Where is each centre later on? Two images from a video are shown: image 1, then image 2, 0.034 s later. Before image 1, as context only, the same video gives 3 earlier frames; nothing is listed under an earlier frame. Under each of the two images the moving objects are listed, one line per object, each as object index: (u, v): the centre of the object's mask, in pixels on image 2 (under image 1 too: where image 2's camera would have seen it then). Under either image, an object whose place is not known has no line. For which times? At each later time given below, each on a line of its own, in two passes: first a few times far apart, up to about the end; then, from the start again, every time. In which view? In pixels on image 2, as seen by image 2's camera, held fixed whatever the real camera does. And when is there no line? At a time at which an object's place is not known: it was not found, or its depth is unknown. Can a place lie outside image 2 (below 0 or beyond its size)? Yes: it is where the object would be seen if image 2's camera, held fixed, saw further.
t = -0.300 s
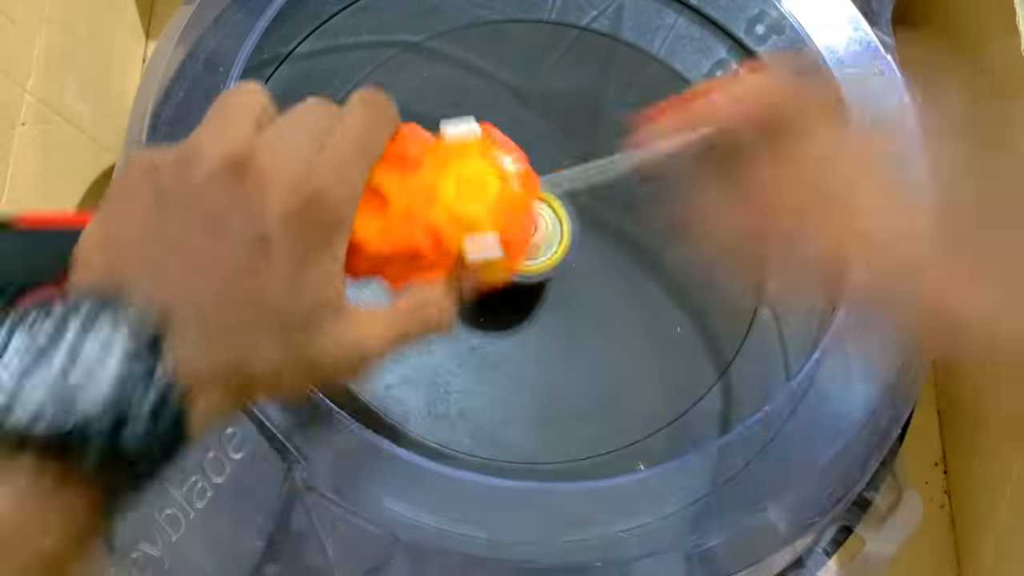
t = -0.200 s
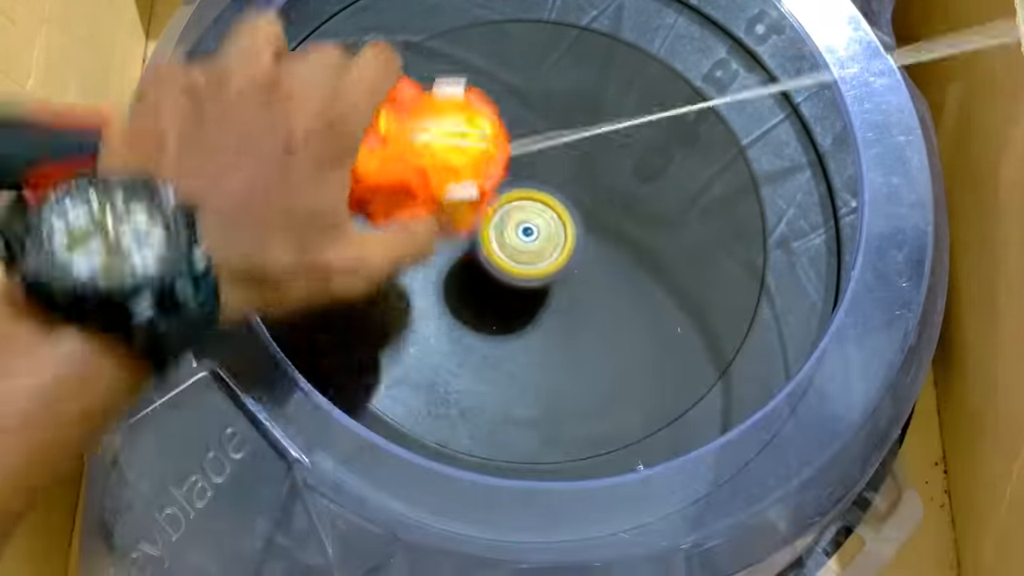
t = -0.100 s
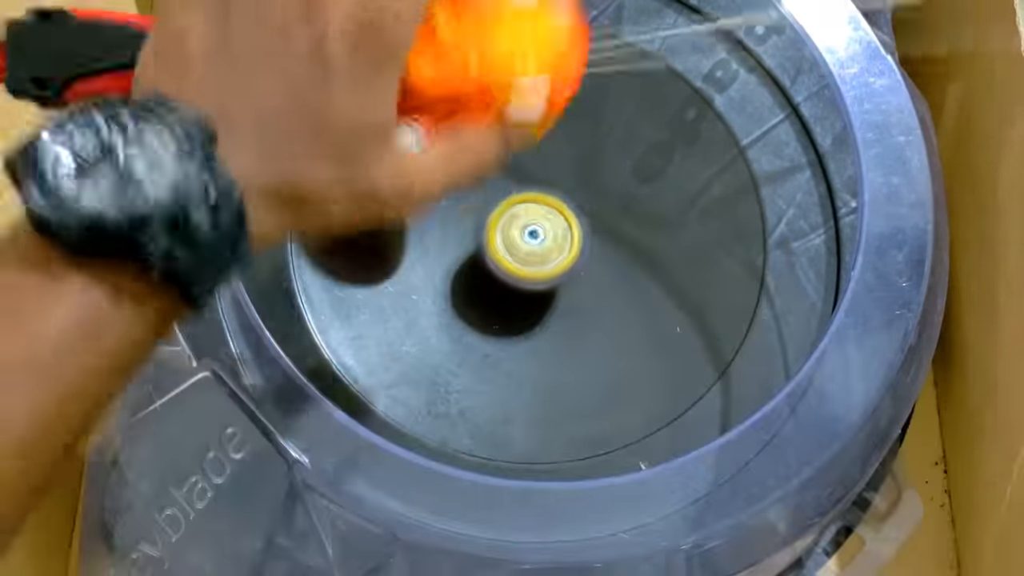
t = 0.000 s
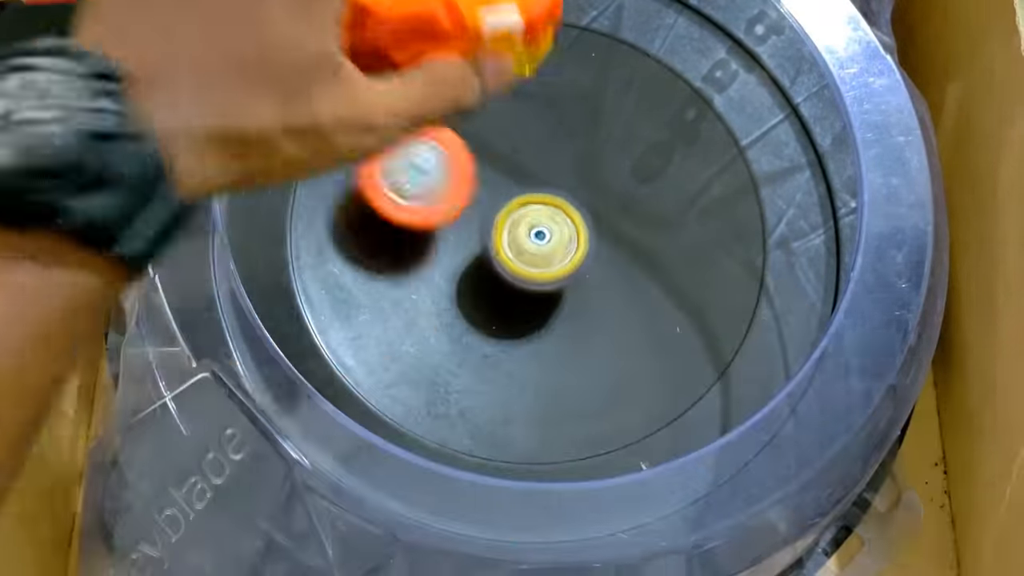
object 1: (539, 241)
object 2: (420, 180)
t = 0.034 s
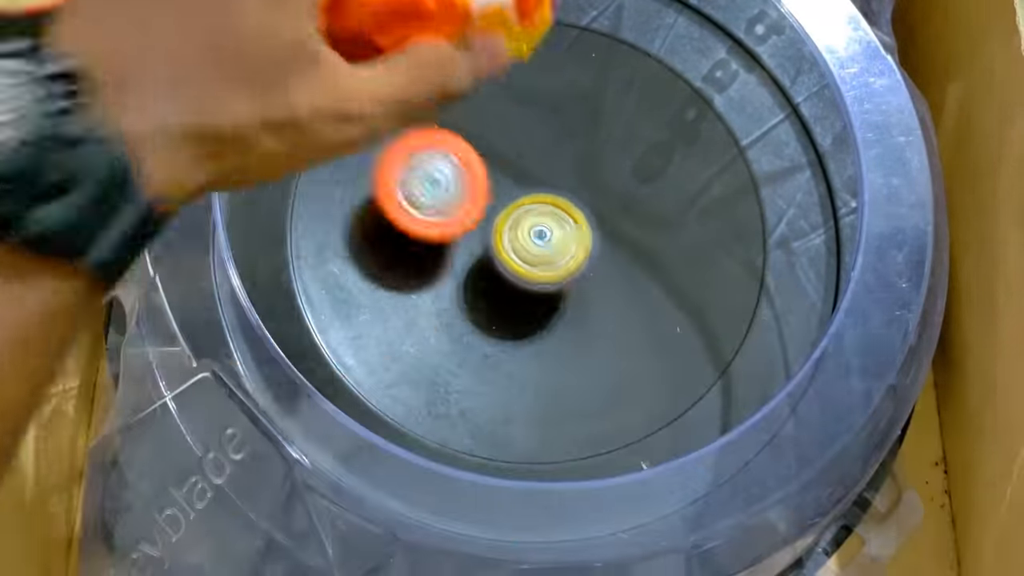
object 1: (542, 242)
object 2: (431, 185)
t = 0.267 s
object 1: (598, 298)
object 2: (528, 179)
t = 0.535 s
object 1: (598, 285)
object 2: (548, 42)
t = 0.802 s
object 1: (576, 218)
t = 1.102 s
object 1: (538, 168)
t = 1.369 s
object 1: (501, 176)
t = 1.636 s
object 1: (487, 220)
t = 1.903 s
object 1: (509, 264)
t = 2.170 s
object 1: (550, 271)
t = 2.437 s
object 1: (577, 238)
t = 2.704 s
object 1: (568, 197)
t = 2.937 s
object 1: (539, 181)
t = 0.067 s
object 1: (557, 251)
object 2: (435, 189)
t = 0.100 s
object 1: (570, 258)
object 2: (442, 192)
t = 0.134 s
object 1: (576, 265)
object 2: (454, 199)
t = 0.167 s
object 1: (579, 268)
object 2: (473, 205)
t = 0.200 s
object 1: (587, 279)
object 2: (491, 203)
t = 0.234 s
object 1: (594, 290)
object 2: (509, 192)
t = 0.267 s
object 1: (598, 298)
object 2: (528, 179)
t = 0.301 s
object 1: (599, 302)
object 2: (544, 163)
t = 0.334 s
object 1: (600, 304)
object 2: (557, 146)
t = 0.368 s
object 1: (602, 304)
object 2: (566, 128)
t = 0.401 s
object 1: (602, 303)
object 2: (571, 108)
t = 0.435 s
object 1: (602, 301)
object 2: (572, 89)
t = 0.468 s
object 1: (601, 297)
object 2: (568, 71)
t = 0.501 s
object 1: (600, 292)
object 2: (560, 53)
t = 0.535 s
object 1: (598, 285)
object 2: (548, 42)
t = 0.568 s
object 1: (596, 279)
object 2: (533, 33)
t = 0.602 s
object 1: (594, 270)
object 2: (511, 27)
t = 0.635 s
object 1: (591, 262)
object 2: (485, 24)
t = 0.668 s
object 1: (588, 253)
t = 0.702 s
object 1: (585, 244)
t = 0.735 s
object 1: (583, 235)
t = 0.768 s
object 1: (579, 226)
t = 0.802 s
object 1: (576, 218)
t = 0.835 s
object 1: (572, 210)
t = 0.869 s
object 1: (568, 202)
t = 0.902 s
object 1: (564, 195)
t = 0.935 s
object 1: (560, 190)
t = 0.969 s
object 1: (556, 184)
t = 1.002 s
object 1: (552, 179)
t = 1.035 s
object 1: (547, 175)
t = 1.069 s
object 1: (542, 171)
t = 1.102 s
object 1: (538, 168)
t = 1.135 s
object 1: (534, 165)
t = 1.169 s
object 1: (528, 165)
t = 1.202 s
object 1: (522, 165)
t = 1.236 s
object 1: (518, 165)
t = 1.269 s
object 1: (513, 167)
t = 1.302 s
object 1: (508, 169)
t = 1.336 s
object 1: (504, 172)
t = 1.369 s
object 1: (501, 176)
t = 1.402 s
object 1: (497, 180)
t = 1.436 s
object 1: (494, 185)
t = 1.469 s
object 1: (492, 189)
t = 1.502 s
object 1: (490, 195)
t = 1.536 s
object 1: (489, 201)
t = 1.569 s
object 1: (488, 207)
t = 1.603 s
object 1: (488, 214)
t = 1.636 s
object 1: (487, 220)
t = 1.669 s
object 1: (489, 226)
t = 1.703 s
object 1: (490, 232)
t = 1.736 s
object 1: (492, 238)
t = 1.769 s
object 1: (494, 245)
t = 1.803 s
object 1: (499, 250)
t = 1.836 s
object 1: (501, 256)
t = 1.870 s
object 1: (504, 260)
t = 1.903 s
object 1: (509, 264)
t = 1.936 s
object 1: (513, 268)
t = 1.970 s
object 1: (518, 270)
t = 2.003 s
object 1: (523, 272)
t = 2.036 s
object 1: (529, 274)
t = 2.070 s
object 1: (534, 274)
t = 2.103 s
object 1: (539, 274)
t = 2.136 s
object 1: (545, 273)
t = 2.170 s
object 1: (550, 271)
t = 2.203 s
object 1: (554, 269)
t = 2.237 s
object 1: (559, 266)
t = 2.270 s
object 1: (563, 262)
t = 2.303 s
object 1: (566, 258)
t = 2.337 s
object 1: (570, 254)
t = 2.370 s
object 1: (573, 249)
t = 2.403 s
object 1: (575, 244)
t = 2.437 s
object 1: (577, 238)
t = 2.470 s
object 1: (577, 233)
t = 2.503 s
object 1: (578, 227)
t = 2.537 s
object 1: (578, 222)
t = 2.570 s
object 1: (576, 216)
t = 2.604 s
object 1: (575, 212)
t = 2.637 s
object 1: (574, 206)
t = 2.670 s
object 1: (570, 202)
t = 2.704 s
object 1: (568, 197)
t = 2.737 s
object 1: (565, 193)
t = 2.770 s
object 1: (561, 189)
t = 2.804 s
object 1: (558, 186)
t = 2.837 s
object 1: (554, 184)
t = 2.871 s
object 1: (548, 182)
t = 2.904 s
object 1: (544, 181)
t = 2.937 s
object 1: (539, 181)
